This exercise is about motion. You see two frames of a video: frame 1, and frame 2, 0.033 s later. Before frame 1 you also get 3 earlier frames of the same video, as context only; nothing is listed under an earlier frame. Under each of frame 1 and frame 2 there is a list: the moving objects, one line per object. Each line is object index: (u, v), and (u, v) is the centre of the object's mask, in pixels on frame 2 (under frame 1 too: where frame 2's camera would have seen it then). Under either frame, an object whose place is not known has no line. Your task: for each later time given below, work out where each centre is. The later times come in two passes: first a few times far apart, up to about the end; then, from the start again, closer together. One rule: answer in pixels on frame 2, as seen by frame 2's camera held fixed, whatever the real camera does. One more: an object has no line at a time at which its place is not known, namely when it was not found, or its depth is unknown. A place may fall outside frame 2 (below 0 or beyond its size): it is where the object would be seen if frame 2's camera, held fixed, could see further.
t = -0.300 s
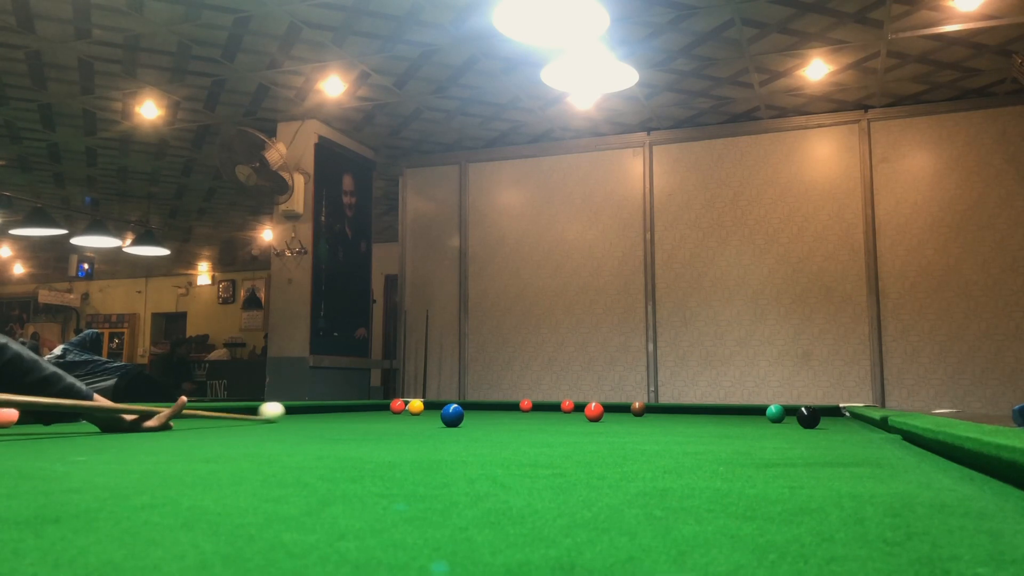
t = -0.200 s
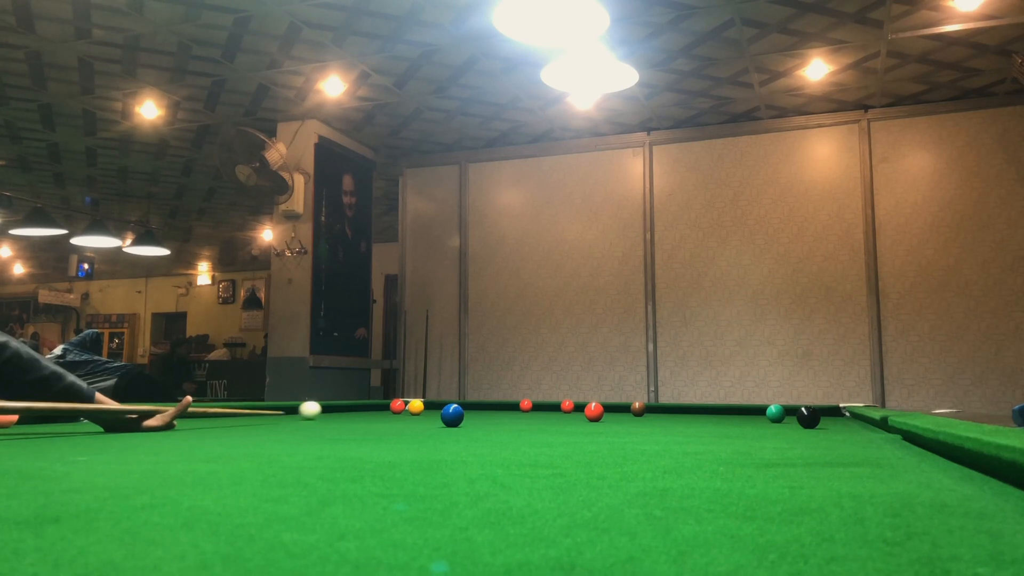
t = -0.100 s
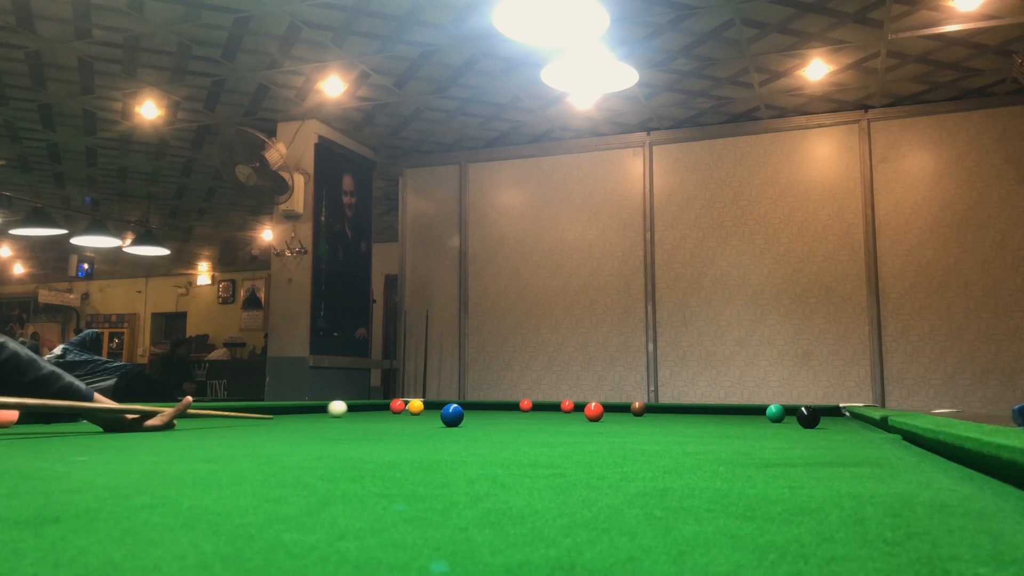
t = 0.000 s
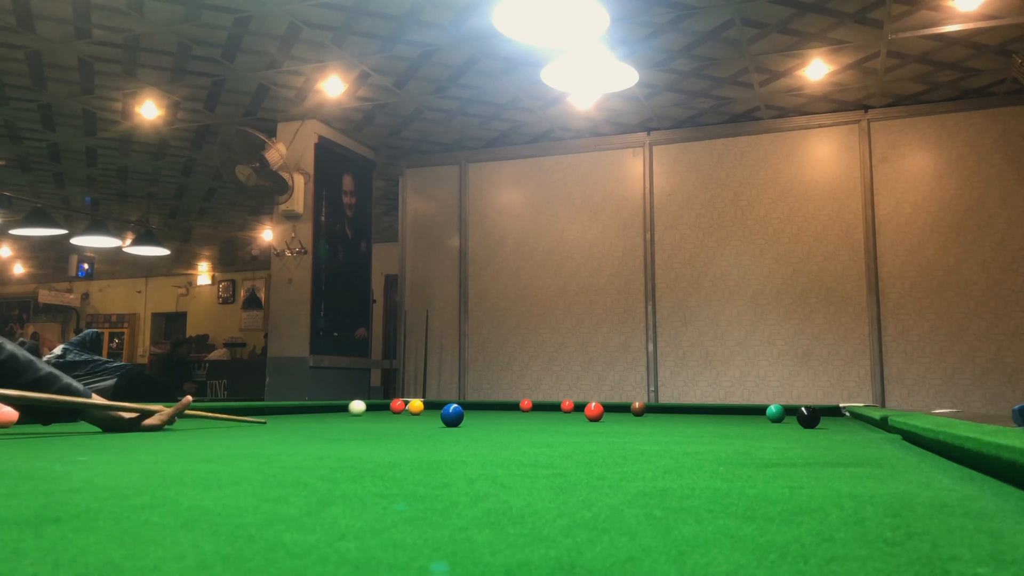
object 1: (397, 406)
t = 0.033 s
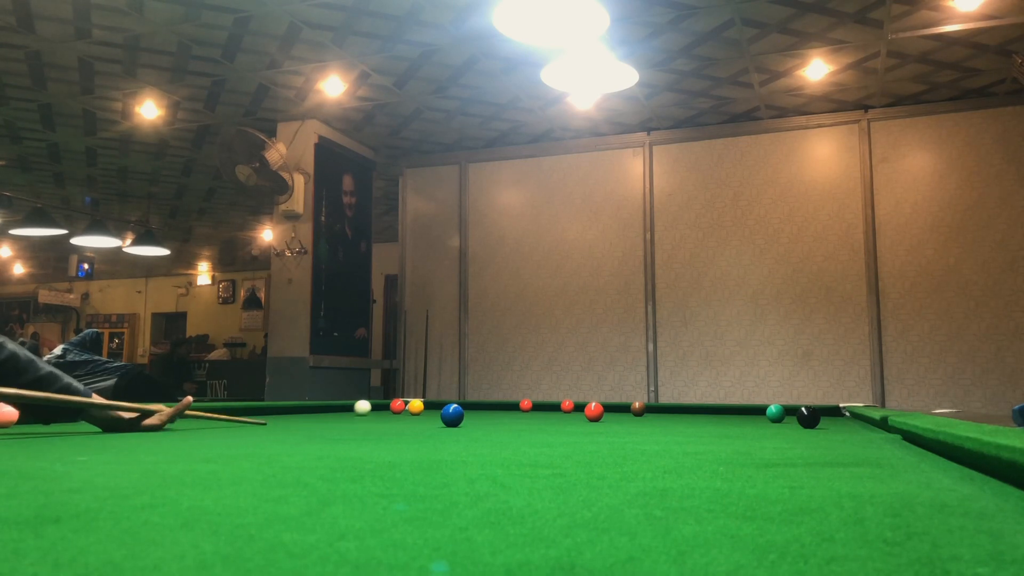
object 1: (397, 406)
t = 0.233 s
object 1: (402, 406)
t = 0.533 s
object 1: (434, 406)
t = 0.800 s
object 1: (460, 403)
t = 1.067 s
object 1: (479, 406)
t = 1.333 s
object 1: (496, 405)
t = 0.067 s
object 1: (397, 406)
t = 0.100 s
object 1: (397, 406)
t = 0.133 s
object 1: (397, 406)
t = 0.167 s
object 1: (397, 406)
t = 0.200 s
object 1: (398, 406)
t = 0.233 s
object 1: (402, 406)
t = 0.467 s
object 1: (428, 406)
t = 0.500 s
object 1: (431, 406)
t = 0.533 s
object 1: (434, 406)
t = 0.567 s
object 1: (437, 405)
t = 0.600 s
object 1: (439, 405)
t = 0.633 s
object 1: (442, 404)
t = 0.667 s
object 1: (445, 403)
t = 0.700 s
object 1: (448, 402)
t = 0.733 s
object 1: (452, 402)
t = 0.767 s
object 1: (456, 402)
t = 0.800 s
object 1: (460, 403)
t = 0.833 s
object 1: (462, 404)
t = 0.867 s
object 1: (465, 405)
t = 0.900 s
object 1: (467, 405)
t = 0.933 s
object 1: (469, 406)
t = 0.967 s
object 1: (471, 406)
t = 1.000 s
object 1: (474, 406)
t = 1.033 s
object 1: (476, 406)
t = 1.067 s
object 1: (479, 406)
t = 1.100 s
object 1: (481, 406)
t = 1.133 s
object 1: (483, 406)
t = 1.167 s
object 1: (486, 405)
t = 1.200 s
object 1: (488, 406)
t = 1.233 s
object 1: (490, 405)
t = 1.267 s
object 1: (492, 406)
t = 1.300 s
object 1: (494, 406)
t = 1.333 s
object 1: (496, 405)
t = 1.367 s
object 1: (498, 405)
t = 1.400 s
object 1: (500, 406)
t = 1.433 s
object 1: (502, 405)
